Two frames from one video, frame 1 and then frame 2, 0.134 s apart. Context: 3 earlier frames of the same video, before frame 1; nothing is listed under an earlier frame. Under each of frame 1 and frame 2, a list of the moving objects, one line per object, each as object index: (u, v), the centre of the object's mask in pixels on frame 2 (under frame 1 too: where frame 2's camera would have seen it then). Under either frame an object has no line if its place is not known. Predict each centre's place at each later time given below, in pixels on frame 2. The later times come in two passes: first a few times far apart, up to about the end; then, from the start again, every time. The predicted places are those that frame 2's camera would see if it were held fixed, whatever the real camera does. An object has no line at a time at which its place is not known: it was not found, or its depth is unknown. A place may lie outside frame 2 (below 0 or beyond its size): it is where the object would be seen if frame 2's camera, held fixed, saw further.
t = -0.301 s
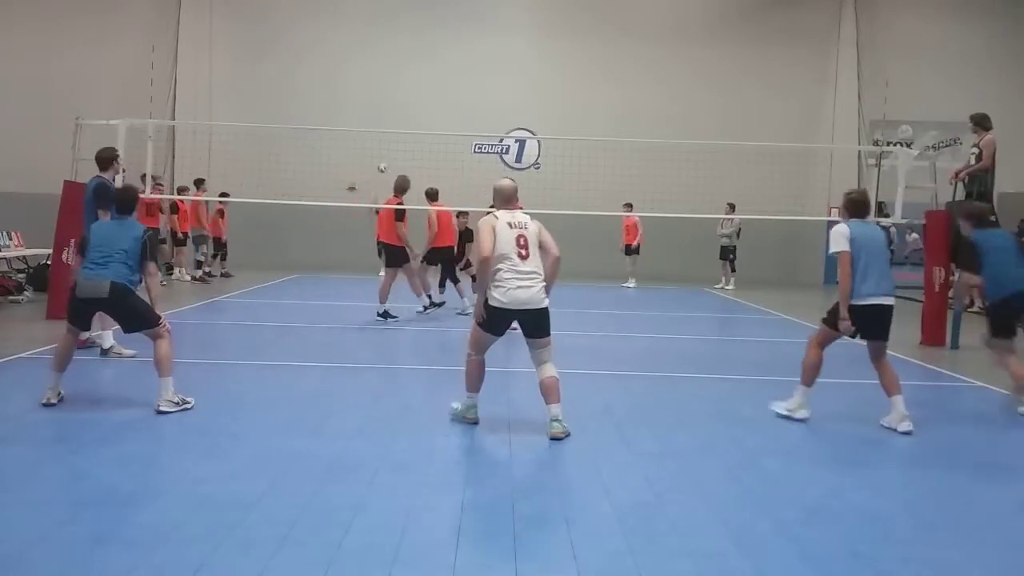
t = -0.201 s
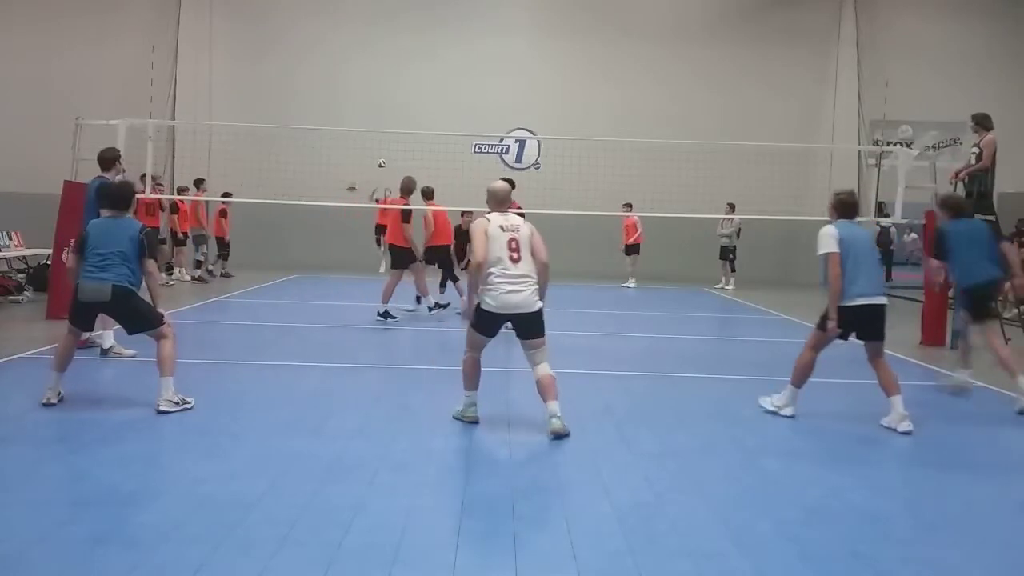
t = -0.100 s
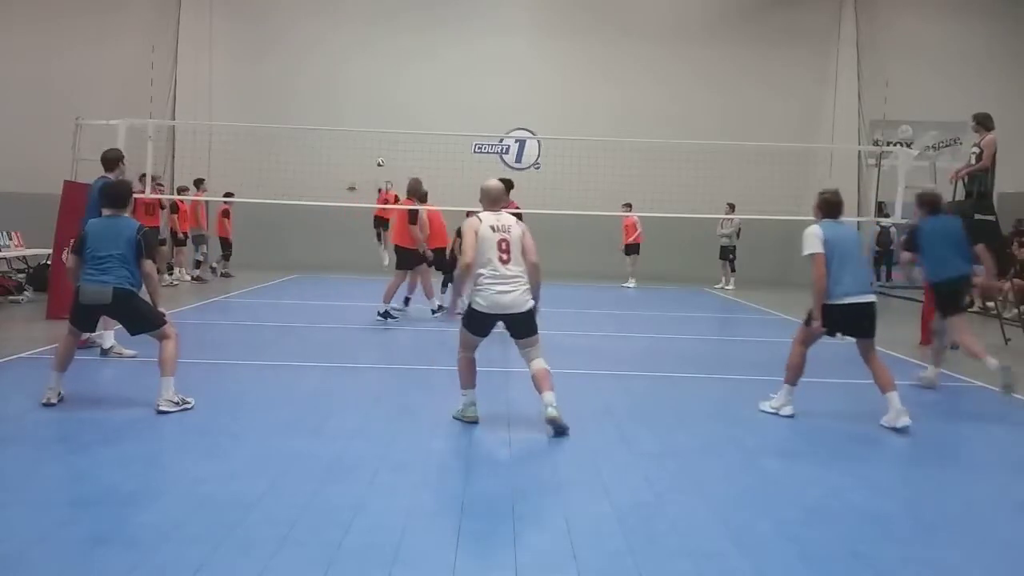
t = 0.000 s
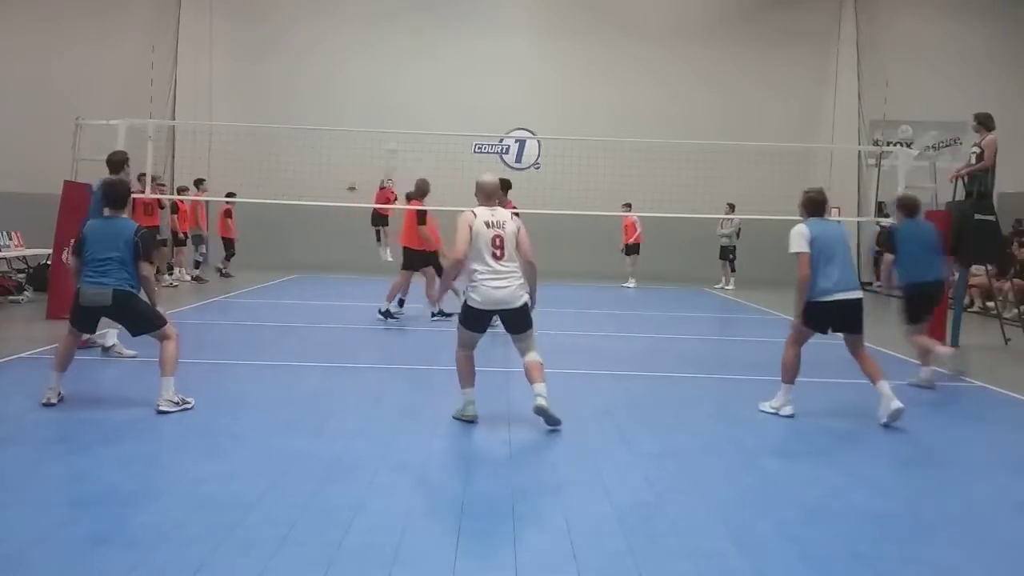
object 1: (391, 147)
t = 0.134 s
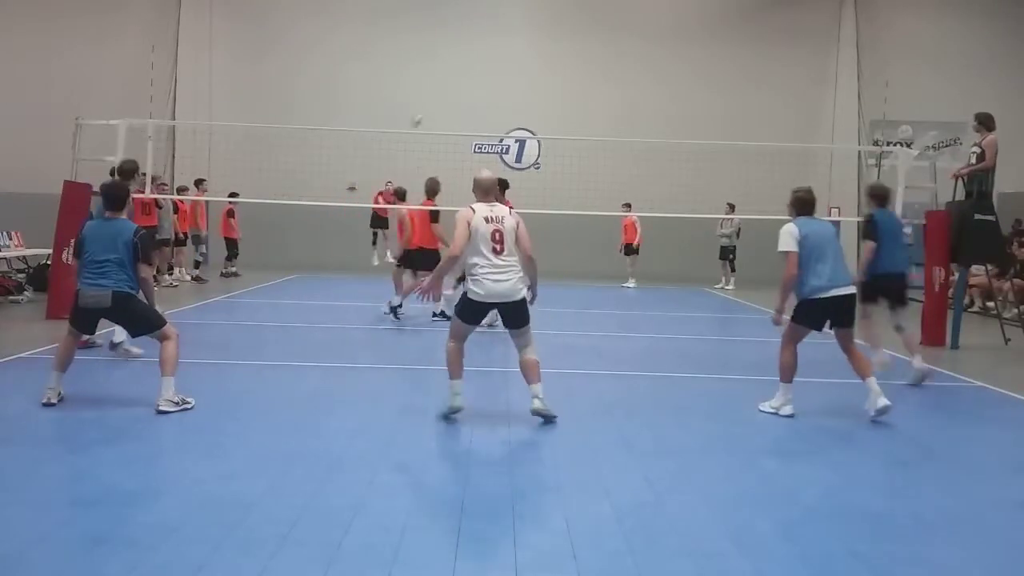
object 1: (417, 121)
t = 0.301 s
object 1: (456, 91)
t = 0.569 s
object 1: (547, 63)
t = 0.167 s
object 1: (423, 115)
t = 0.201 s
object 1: (430, 108)
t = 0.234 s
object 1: (439, 102)
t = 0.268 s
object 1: (447, 97)
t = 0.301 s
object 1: (456, 91)
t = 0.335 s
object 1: (466, 86)
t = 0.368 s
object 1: (475, 81)
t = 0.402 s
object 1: (485, 77)
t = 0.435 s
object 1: (496, 74)
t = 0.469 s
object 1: (508, 71)
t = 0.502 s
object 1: (520, 67)
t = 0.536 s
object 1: (533, 64)
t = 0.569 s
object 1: (547, 63)
